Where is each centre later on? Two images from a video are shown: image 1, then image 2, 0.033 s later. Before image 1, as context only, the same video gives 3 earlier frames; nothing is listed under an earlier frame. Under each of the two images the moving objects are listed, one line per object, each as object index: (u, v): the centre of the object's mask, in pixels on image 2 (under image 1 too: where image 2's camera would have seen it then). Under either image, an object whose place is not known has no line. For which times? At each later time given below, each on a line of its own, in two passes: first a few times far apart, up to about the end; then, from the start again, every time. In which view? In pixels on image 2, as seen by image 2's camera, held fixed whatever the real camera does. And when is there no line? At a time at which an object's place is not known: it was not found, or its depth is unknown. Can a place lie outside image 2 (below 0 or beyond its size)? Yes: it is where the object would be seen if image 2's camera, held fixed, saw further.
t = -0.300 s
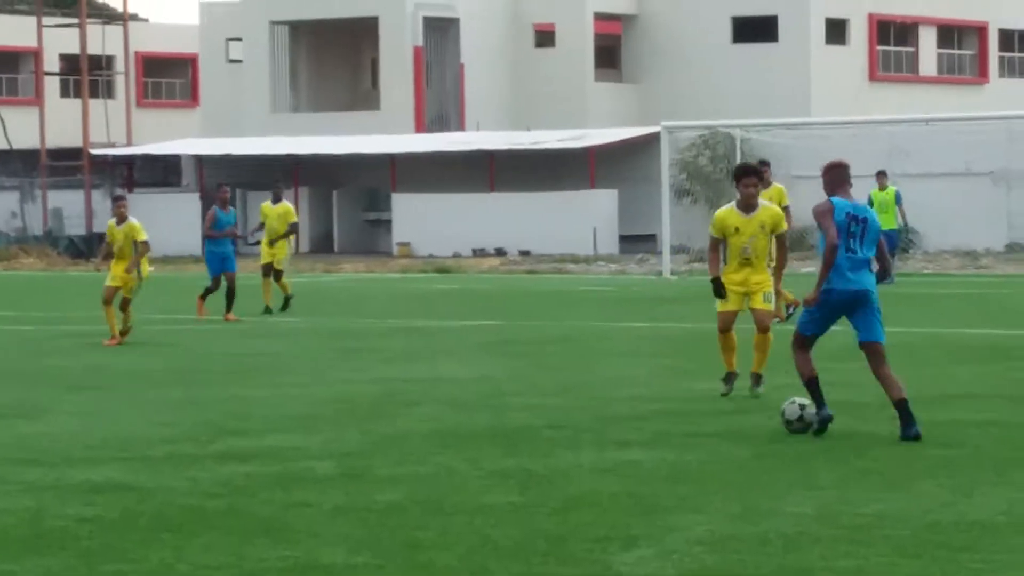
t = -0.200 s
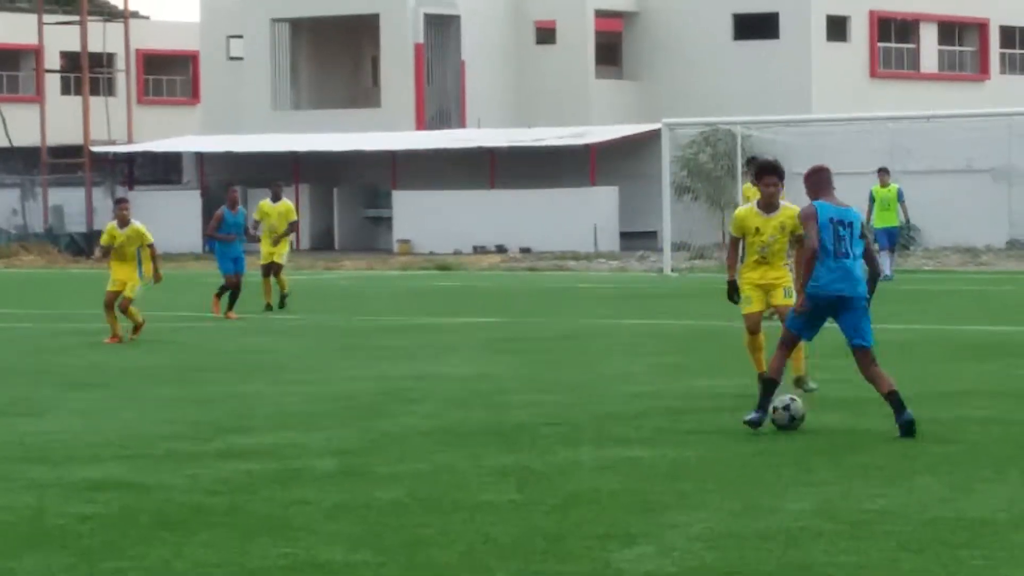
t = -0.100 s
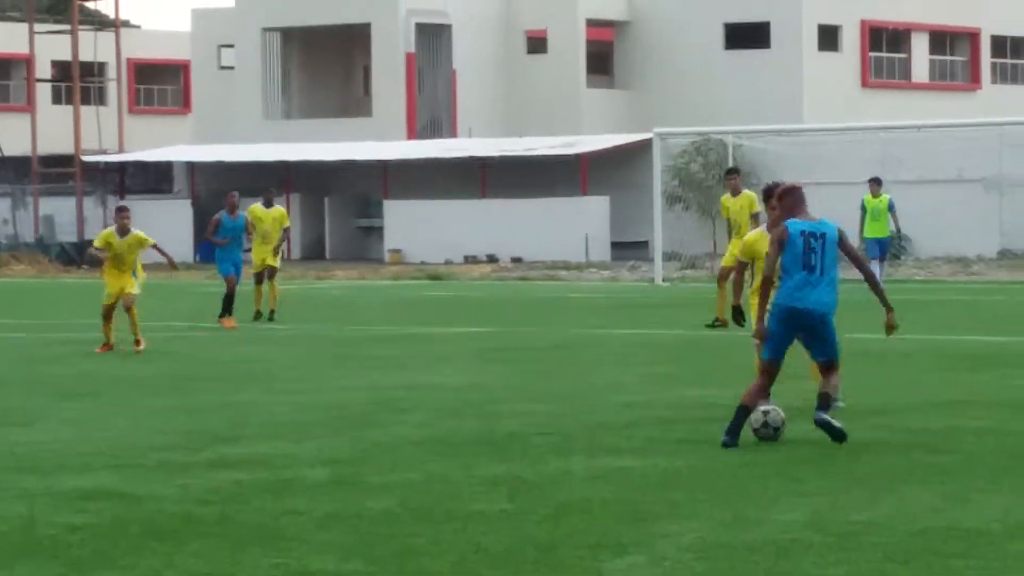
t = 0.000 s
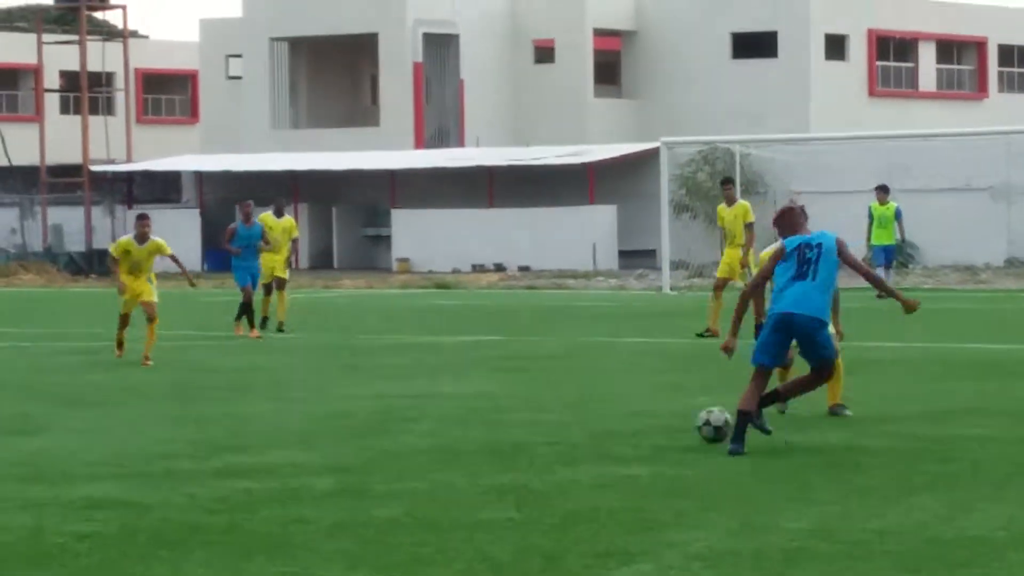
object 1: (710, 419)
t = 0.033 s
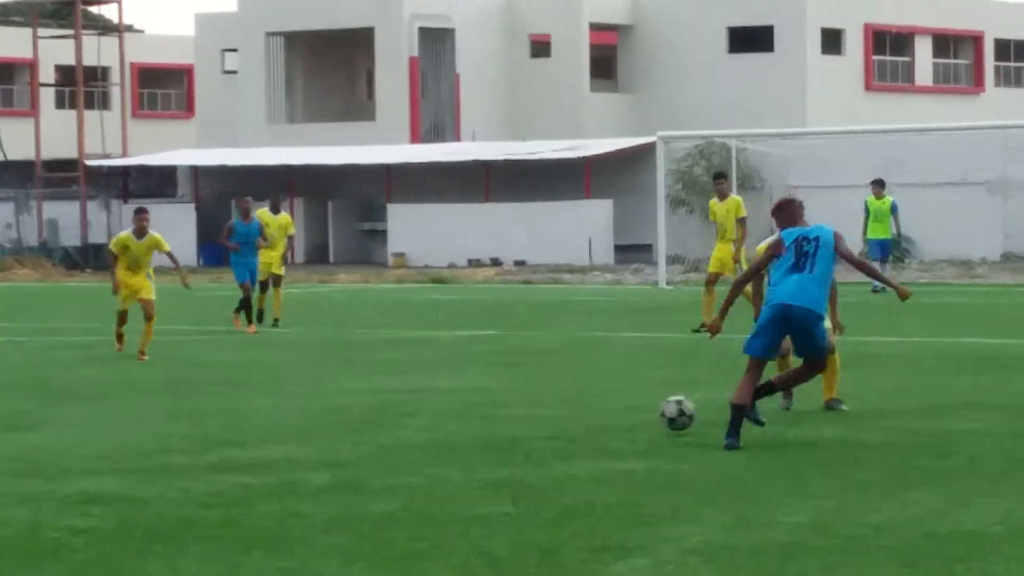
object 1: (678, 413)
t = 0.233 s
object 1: (508, 397)
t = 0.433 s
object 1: (384, 383)
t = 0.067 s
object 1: (645, 409)
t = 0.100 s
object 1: (615, 407)
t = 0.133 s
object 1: (585, 406)
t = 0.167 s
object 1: (557, 407)
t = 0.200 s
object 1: (532, 403)
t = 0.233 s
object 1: (508, 397)
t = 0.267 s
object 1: (485, 394)
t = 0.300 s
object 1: (462, 393)
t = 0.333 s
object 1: (440, 393)
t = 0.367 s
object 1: (420, 393)
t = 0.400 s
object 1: (402, 387)
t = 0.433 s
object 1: (384, 383)
